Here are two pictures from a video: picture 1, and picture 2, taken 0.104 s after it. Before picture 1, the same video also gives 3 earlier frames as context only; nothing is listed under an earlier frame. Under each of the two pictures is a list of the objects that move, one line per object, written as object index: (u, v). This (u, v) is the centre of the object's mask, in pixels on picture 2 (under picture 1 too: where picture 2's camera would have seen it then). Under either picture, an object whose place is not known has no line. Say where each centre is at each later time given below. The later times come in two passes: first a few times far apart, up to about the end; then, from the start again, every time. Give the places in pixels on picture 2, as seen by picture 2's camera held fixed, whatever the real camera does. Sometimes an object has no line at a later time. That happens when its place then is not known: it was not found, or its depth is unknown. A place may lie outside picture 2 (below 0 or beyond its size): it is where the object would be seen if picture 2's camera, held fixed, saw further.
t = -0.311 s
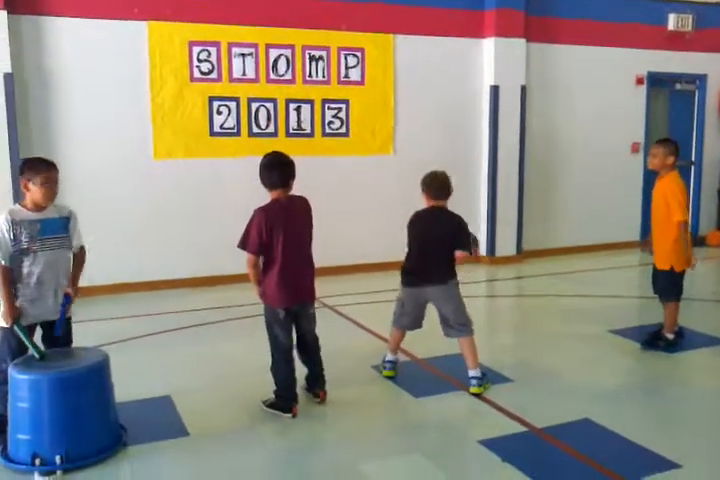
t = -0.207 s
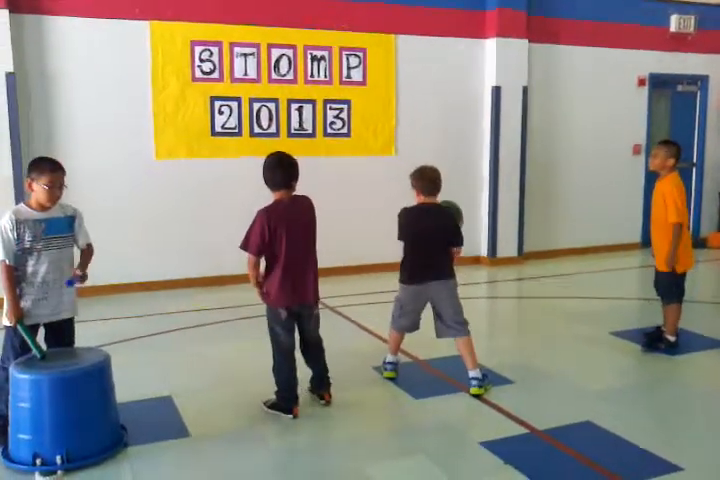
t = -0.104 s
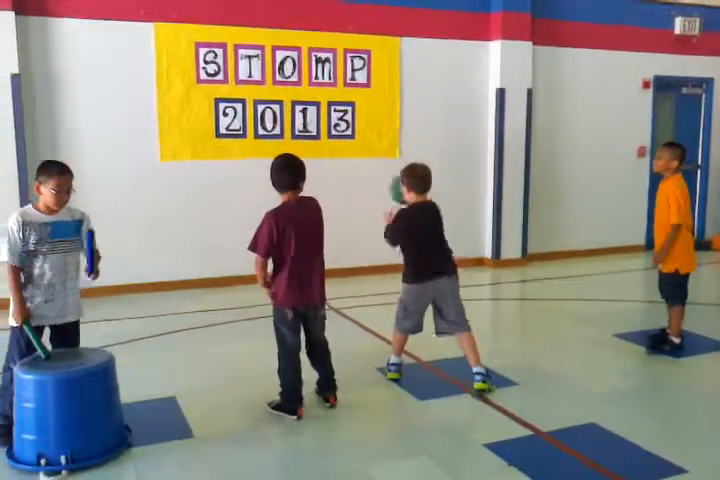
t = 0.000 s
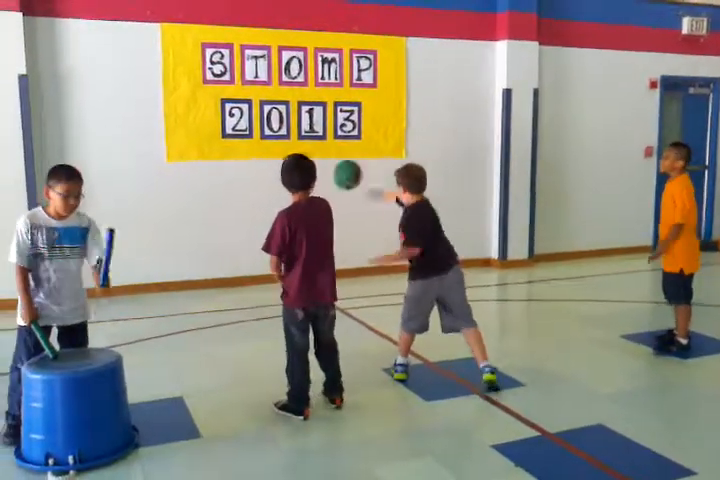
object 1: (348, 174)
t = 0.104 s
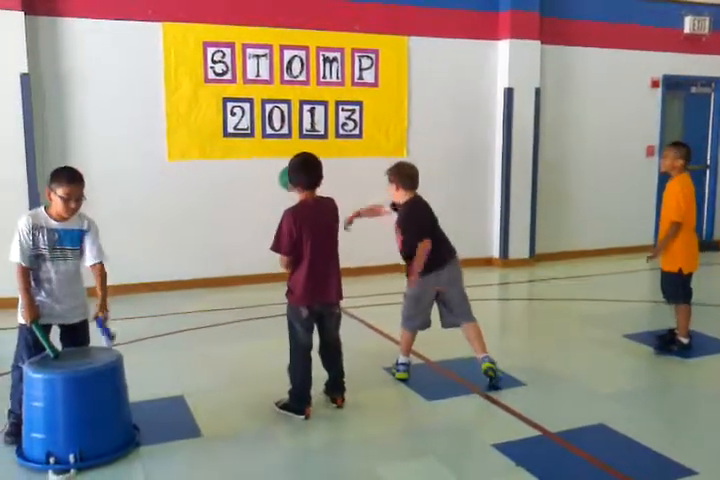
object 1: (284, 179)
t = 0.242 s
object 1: (232, 202)
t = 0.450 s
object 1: (185, 266)
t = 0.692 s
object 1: (176, 261)
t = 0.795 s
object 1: (172, 256)
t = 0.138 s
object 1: (275, 181)
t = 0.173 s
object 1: (260, 187)
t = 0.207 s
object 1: (246, 194)
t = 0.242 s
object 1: (232, 202)
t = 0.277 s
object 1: (220, 210)
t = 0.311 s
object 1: (207, 218)
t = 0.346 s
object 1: (196, 228)
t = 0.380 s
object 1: (190, 239)
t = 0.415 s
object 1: (188, 251)
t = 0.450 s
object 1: (185, 266)
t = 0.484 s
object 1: (183, 283)
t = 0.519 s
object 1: (181, 298)
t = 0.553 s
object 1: (181, 287)
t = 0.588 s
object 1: (179, 280)
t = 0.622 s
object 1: (178, 271)
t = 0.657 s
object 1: (177, 267)
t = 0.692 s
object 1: (176, 261)
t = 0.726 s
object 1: (174, 257)
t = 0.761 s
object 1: (173, 256)
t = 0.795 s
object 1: (172, 256)
